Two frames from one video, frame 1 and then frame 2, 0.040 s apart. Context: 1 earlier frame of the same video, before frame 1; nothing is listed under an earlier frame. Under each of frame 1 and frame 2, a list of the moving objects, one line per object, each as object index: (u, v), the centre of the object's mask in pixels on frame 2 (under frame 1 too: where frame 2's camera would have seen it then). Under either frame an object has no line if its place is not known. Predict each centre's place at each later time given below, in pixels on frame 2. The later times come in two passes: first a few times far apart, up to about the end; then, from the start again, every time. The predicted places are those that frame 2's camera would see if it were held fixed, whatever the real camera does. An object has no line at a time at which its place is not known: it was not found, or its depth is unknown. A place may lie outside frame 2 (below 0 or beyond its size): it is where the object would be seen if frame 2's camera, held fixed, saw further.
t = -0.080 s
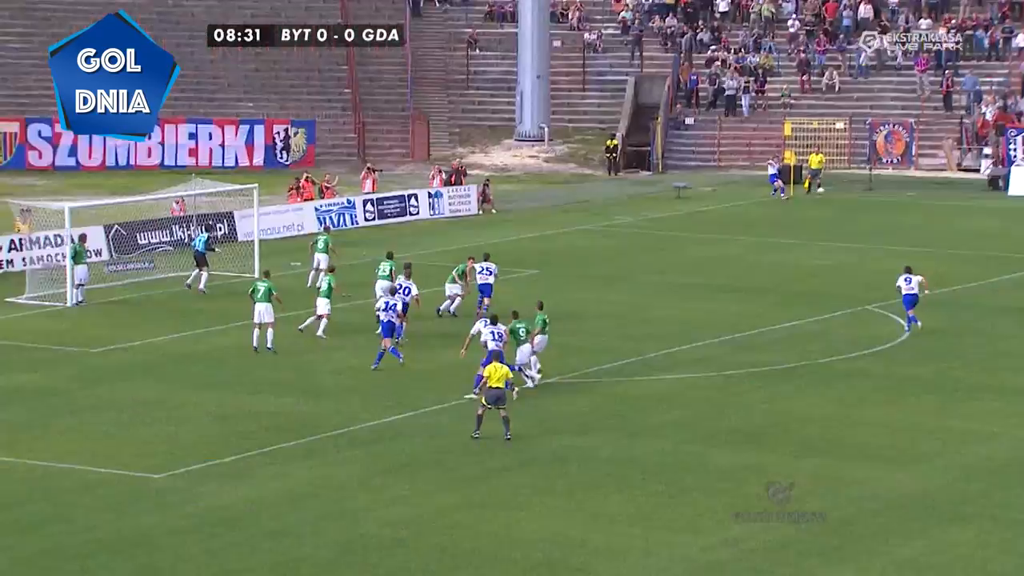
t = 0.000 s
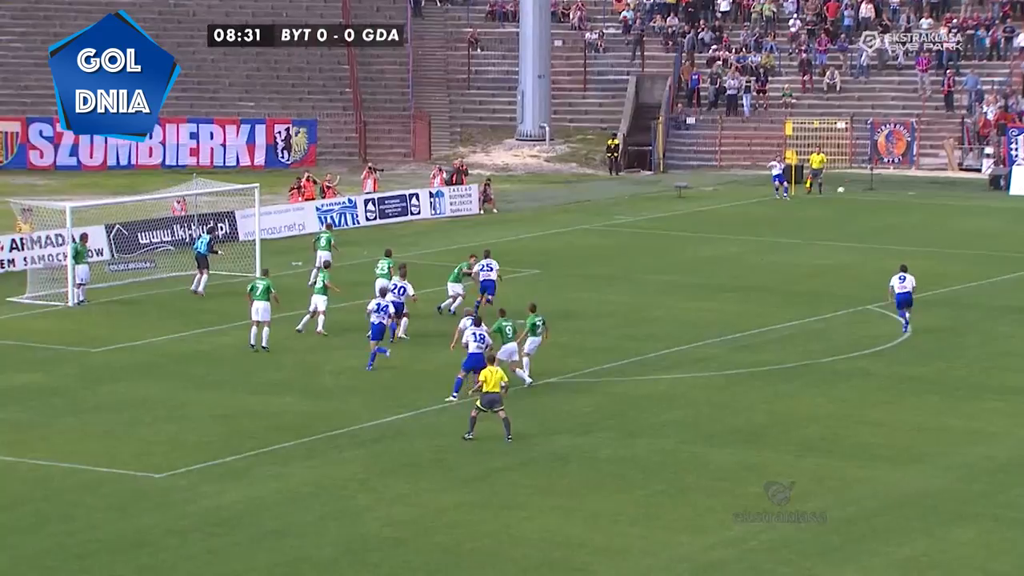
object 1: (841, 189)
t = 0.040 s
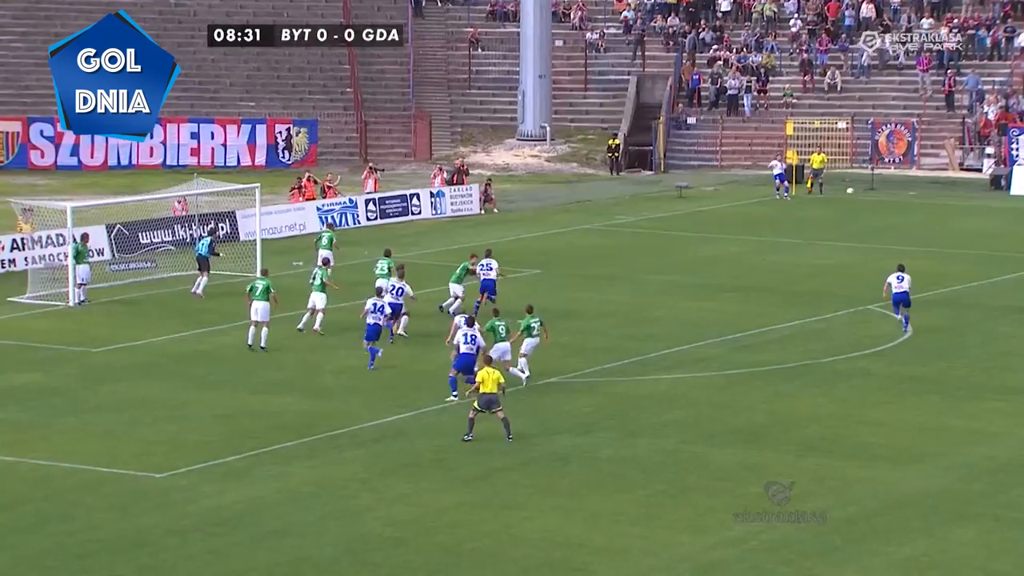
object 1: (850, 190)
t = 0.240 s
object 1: (891, 203)
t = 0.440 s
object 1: (926, 227)
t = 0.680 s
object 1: (955, 249)
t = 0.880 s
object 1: (973, 262)
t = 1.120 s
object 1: (992, 274)
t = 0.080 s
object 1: (859, 192)
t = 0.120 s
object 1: (867, 194)
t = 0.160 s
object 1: (876, 196)
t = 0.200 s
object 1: (884, 199)
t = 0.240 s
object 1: (891, 203)
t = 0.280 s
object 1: (899, 207)
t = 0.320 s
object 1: (906, 211)
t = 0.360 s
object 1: (913, 216)
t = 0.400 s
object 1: (919, 221)
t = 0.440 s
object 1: (926, 227)
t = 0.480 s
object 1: (932, 234)
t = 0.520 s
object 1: (937, 241)
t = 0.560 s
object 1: (942, 249)
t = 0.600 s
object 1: (947, 249)
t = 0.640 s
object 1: (951, 248)
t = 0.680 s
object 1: (955, 249)
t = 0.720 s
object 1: (959, 249)
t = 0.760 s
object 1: (963, 251)
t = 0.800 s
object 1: (967, 254)
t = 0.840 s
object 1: (970, 257)
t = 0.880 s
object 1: (973, 262)
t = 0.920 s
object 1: (977, 266)
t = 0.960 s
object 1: (981, 272)
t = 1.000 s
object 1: (984, 275)
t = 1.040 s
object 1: (986, 274)
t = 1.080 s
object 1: (989, 273)
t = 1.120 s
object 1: (992, 274)
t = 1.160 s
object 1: (994, 275)
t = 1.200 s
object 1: (997, 278)
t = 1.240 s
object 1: (999, 281)
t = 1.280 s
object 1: (1001, 284)
